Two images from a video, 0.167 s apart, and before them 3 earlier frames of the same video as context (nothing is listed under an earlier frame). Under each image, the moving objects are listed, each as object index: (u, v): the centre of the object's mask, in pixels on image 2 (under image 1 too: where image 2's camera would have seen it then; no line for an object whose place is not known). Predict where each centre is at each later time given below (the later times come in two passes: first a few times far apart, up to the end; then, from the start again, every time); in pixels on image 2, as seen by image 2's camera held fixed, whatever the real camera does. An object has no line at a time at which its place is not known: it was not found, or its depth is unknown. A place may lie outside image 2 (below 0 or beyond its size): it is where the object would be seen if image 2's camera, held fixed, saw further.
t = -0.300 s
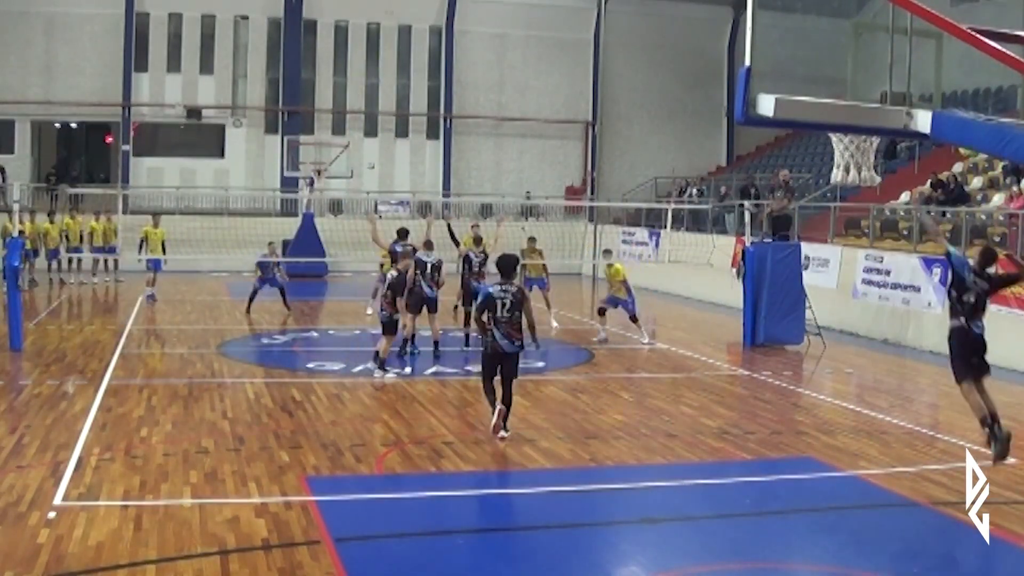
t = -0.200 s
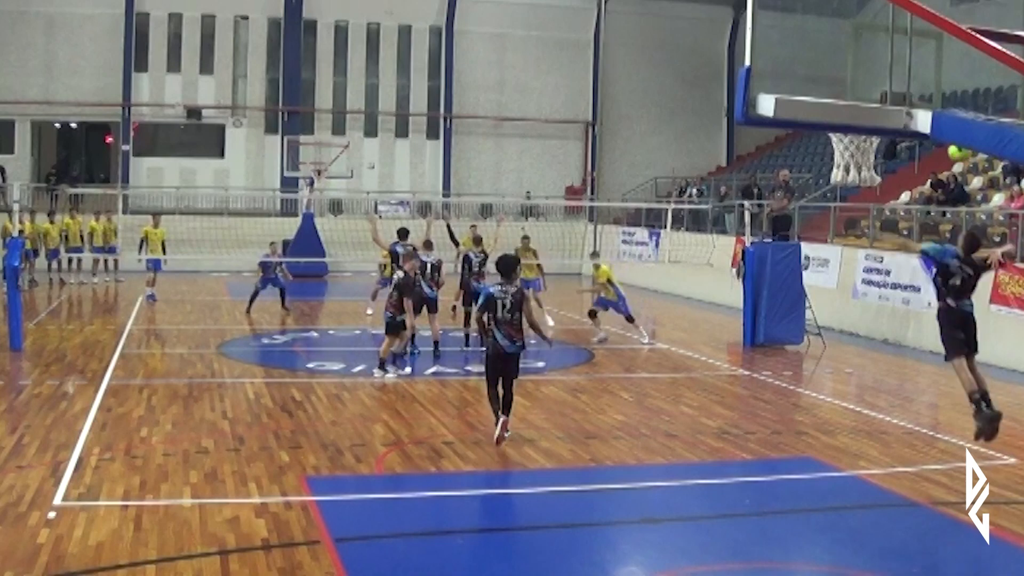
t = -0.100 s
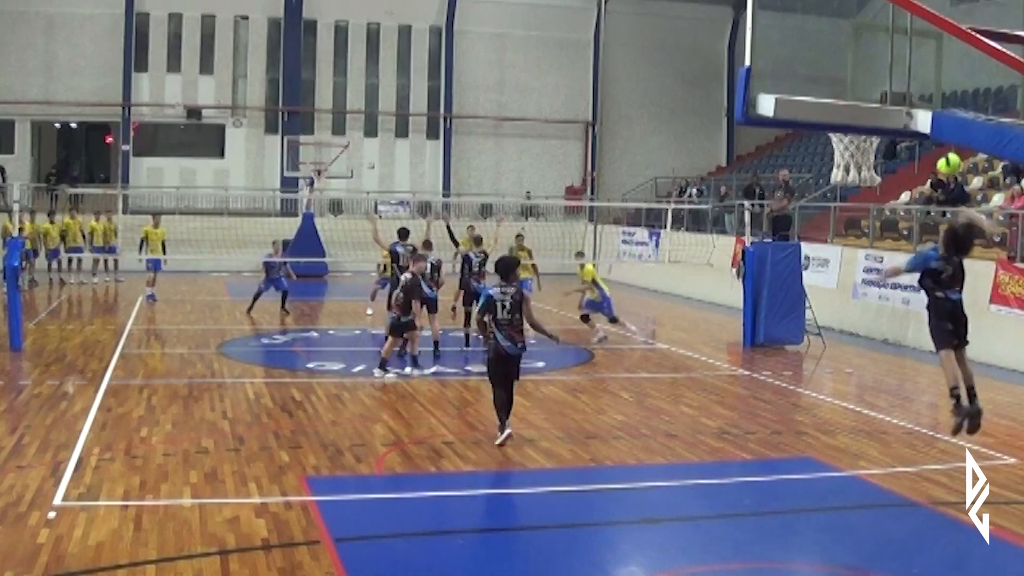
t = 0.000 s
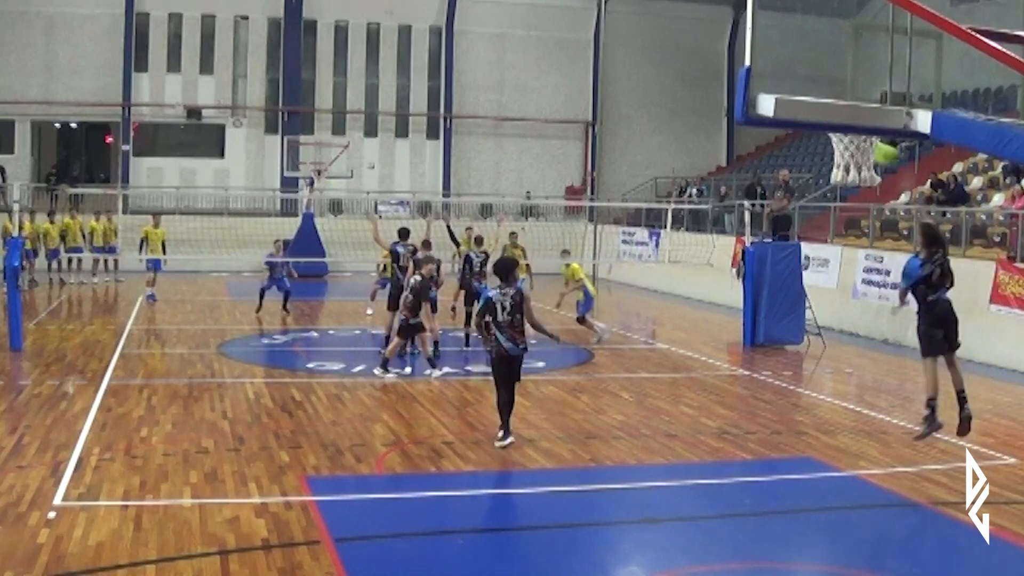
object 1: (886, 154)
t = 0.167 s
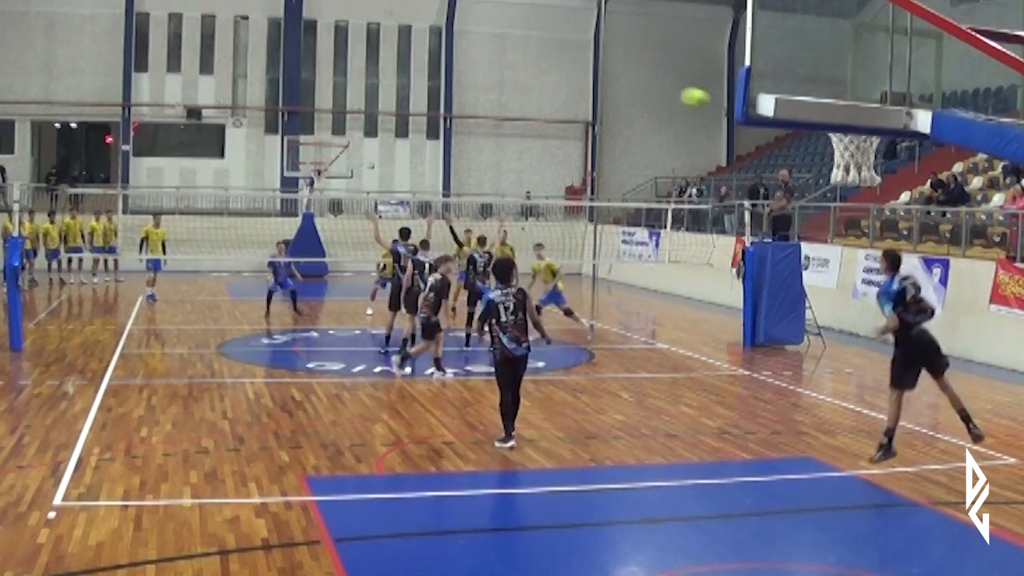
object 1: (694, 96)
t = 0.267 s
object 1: (607, 81)
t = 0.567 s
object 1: (420, 93)
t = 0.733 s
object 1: (347, 124)
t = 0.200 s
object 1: (663, 90)
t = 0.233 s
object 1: (634, 85)
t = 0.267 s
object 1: (607, 81)
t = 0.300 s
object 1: (582, 78)
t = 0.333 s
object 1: (558, 76)
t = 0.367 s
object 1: (534, 76)
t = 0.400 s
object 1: (512, 77)
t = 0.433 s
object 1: (492, 79)
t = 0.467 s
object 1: (473, 81)
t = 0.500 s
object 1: (455, 84)
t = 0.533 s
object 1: (437, 88)
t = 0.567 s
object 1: (420, 93)
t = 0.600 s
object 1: (403, 98)
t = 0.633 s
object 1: (389, 105)
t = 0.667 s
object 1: (373, 109)
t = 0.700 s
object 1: (360, 116)
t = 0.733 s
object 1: (347, 124)
